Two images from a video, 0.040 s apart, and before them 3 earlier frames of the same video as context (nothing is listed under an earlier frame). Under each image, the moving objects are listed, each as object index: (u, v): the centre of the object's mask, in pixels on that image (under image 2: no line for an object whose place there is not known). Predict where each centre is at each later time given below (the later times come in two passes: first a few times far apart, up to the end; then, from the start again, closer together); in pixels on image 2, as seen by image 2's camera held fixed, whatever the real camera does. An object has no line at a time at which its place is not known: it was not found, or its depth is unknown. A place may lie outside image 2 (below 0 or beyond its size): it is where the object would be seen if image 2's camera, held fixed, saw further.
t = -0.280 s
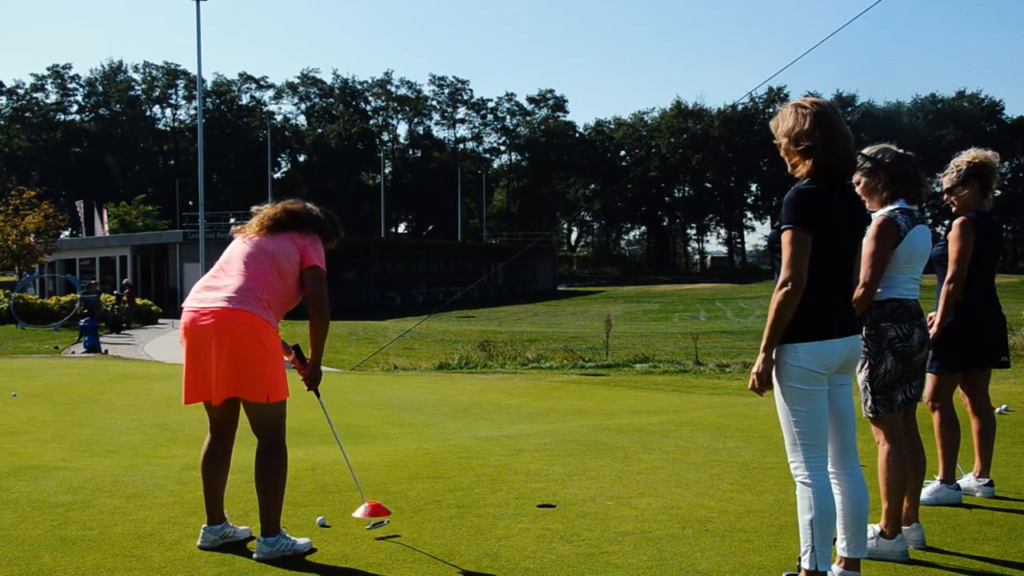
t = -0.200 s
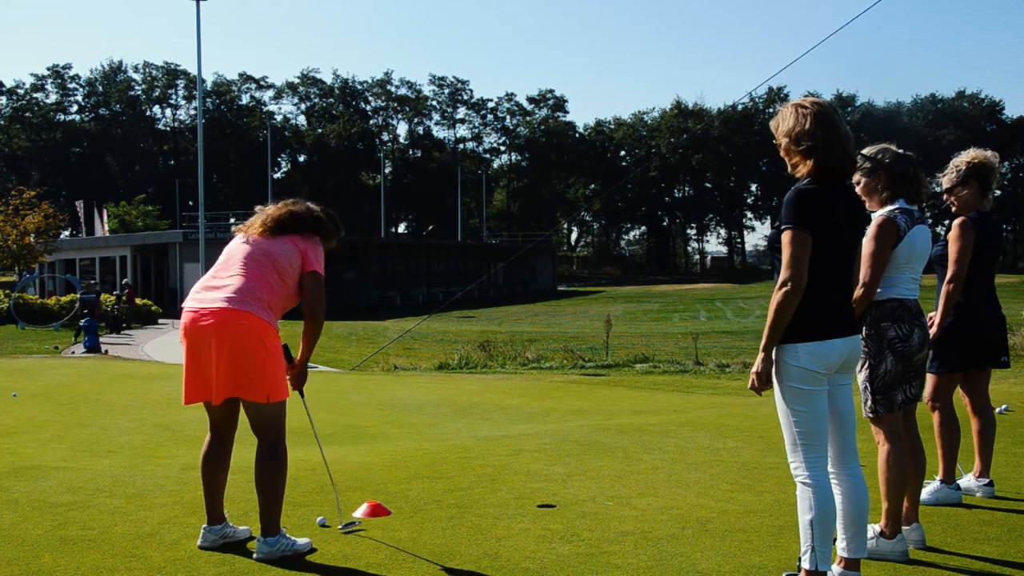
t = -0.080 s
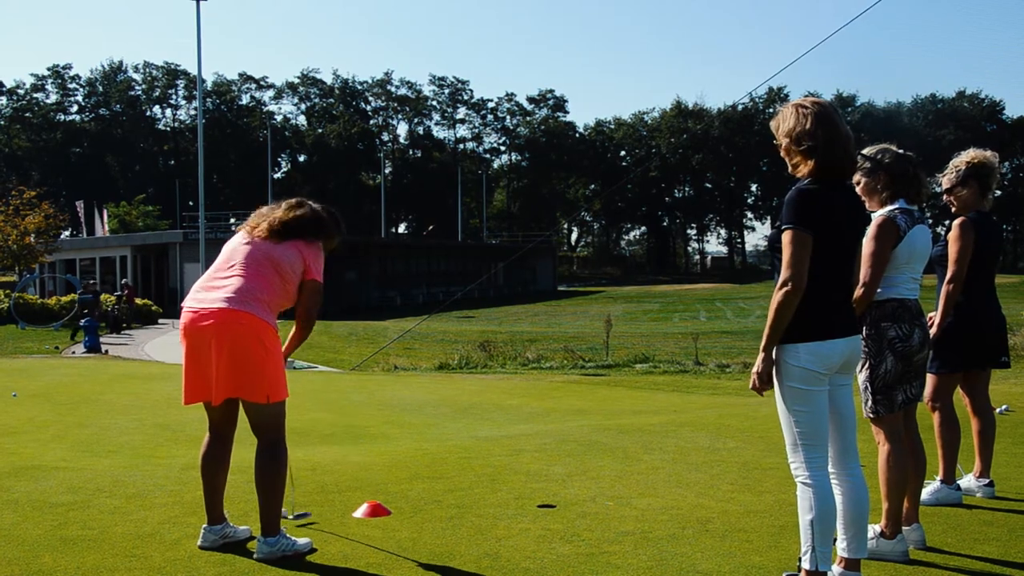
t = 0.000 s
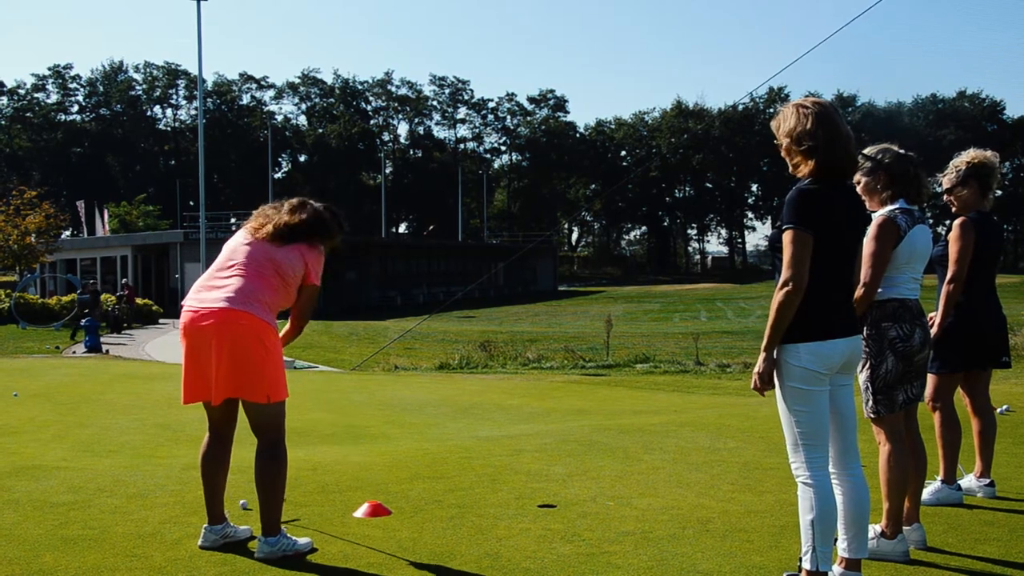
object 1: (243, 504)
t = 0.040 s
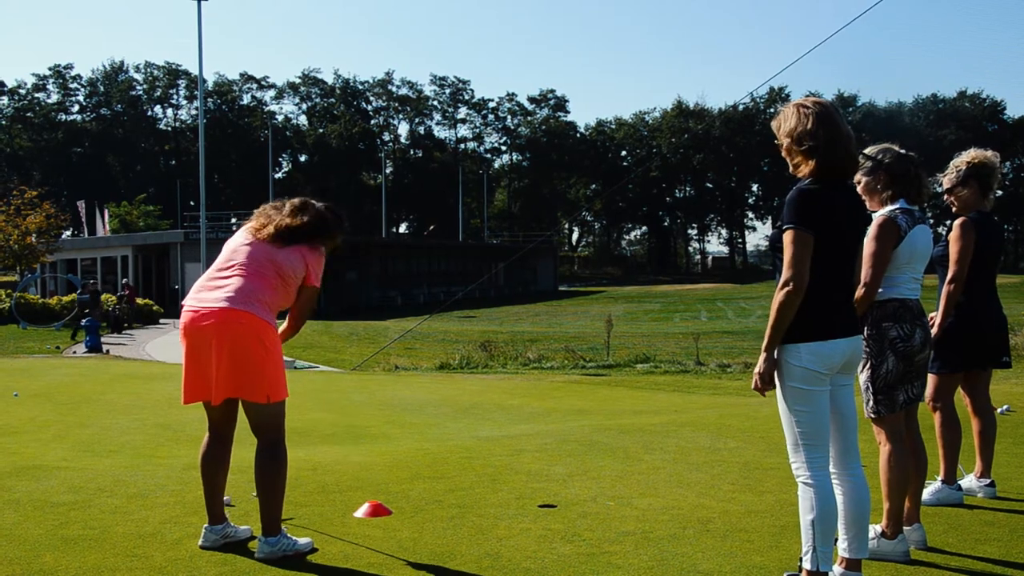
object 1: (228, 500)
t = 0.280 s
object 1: (142, 483)
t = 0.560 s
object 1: (65, 471)
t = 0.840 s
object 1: (6, 466)
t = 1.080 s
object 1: (-33, 465)
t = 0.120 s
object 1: (196, 495)
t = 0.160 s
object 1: (182, 492)
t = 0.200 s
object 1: (169, 489)
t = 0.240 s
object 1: (155, 486)
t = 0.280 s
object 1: (142, 483)
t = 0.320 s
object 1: (131, 481)
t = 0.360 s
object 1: (119, 479)
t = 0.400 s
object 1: (108, 477)
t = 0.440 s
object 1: (96, 475)
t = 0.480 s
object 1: (86, 474)
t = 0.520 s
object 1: (75, 472)
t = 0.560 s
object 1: (65, 471)
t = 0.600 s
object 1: (56, 470)
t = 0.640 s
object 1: (47, 469)
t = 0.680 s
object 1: (38, 469)
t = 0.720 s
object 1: (29, 467)
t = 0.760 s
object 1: (21, 467)
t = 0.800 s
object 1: (13, 466)
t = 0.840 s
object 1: (6, 466)
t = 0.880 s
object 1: (-2, 465)
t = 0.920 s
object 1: (-8, 465)
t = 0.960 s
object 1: (-15, 465)
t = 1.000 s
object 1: (-21, 465)
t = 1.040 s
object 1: (-27, 465)
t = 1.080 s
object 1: (-33, 465)
